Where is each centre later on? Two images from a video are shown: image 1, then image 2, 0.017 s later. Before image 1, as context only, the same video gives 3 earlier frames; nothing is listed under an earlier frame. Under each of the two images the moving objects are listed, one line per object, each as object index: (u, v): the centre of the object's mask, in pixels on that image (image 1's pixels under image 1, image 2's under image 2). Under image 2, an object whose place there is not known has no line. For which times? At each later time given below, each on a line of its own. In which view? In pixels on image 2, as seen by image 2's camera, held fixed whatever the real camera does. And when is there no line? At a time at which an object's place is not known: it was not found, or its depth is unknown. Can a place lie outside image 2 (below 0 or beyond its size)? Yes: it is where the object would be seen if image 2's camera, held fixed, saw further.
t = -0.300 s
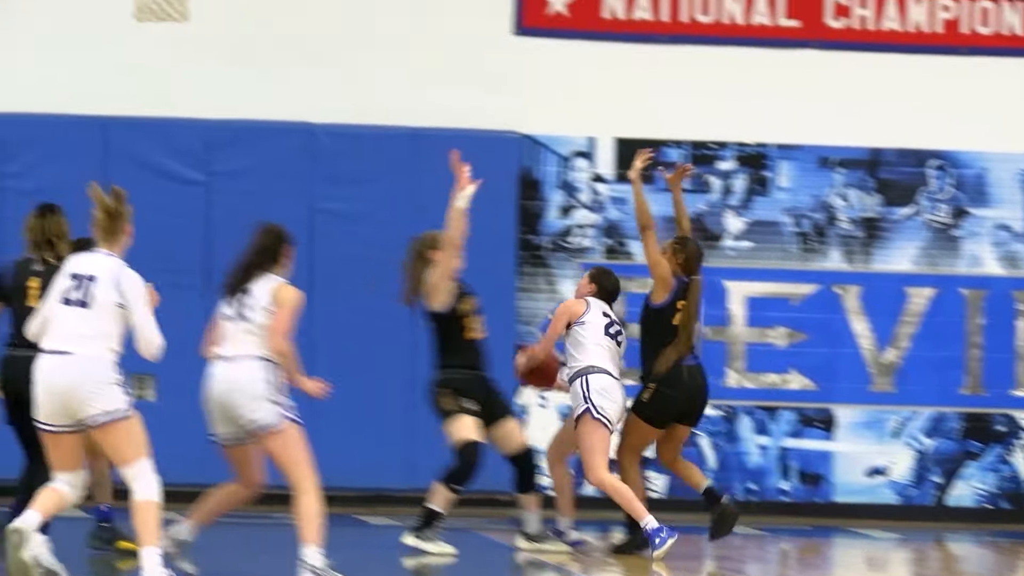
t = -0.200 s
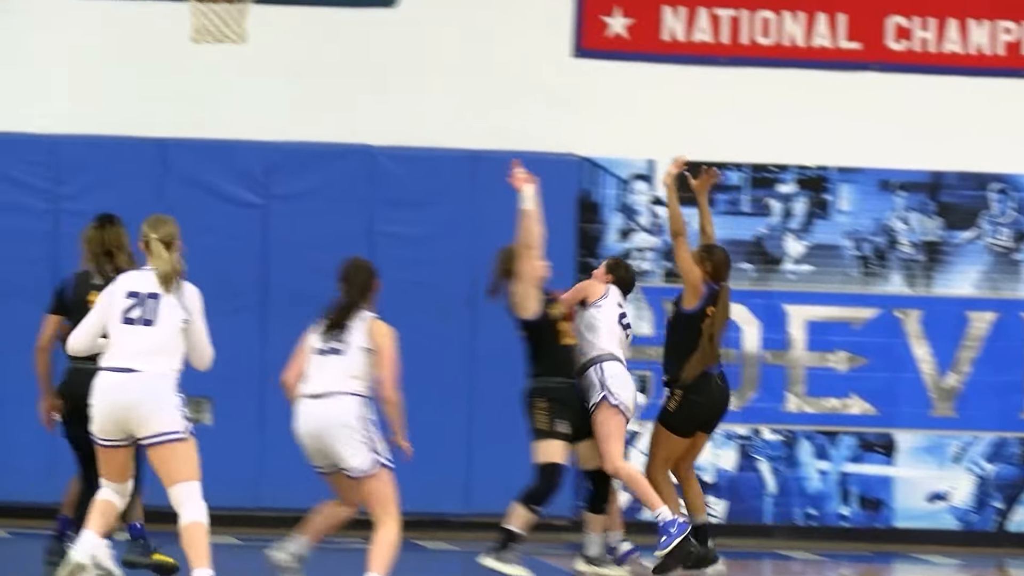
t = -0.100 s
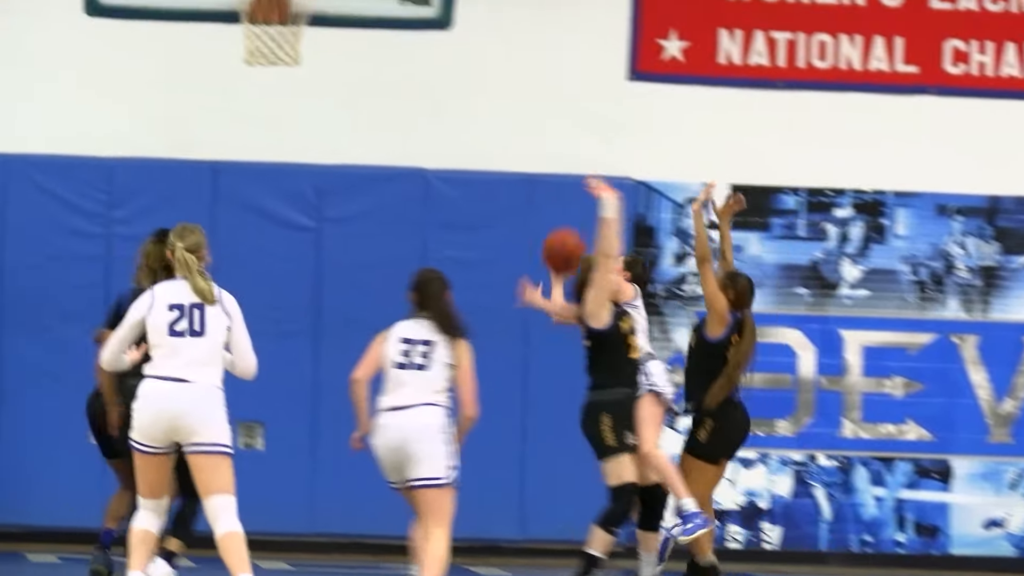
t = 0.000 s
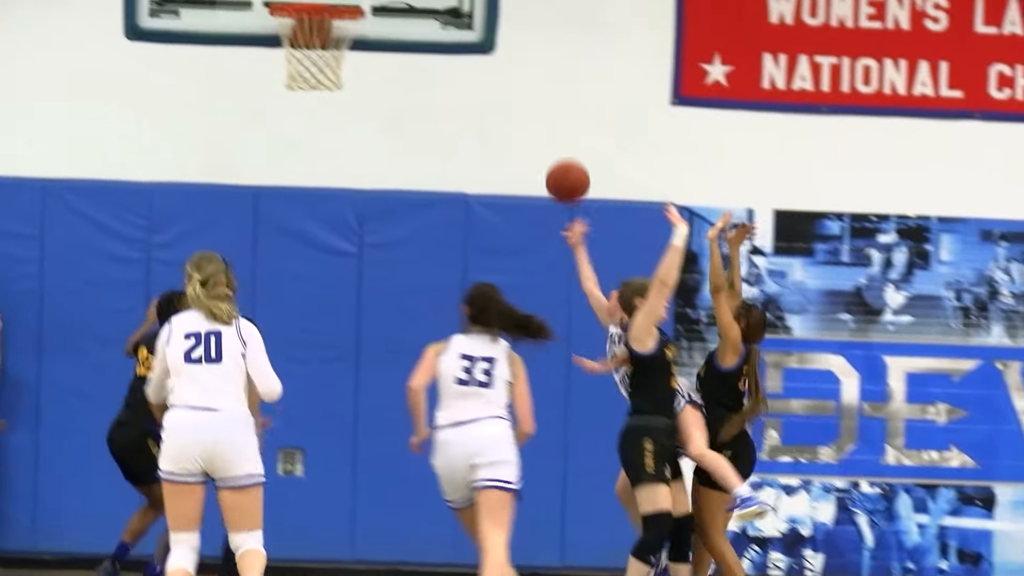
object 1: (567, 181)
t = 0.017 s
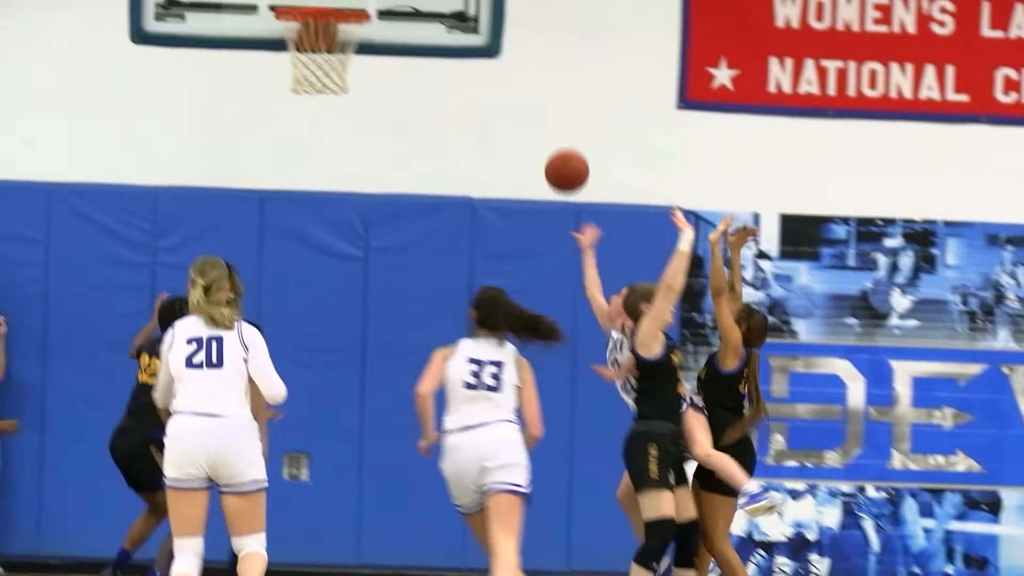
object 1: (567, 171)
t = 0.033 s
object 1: (560, 156)
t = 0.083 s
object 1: (539, 116)
